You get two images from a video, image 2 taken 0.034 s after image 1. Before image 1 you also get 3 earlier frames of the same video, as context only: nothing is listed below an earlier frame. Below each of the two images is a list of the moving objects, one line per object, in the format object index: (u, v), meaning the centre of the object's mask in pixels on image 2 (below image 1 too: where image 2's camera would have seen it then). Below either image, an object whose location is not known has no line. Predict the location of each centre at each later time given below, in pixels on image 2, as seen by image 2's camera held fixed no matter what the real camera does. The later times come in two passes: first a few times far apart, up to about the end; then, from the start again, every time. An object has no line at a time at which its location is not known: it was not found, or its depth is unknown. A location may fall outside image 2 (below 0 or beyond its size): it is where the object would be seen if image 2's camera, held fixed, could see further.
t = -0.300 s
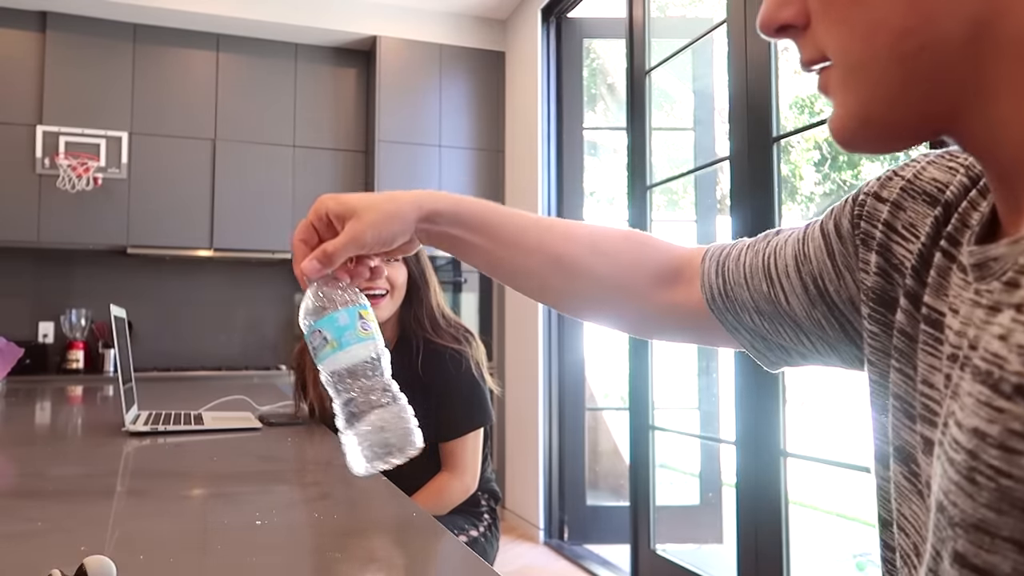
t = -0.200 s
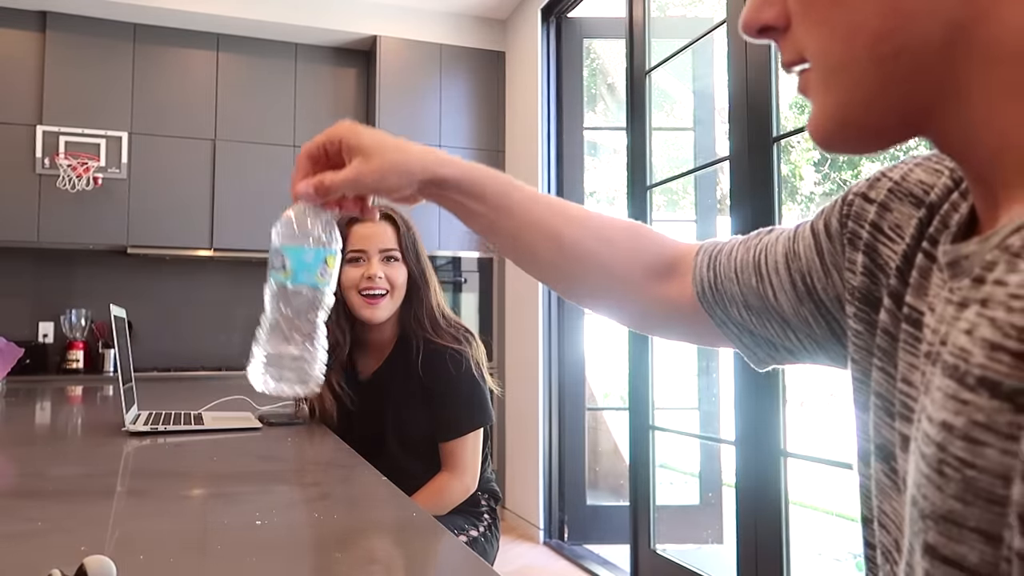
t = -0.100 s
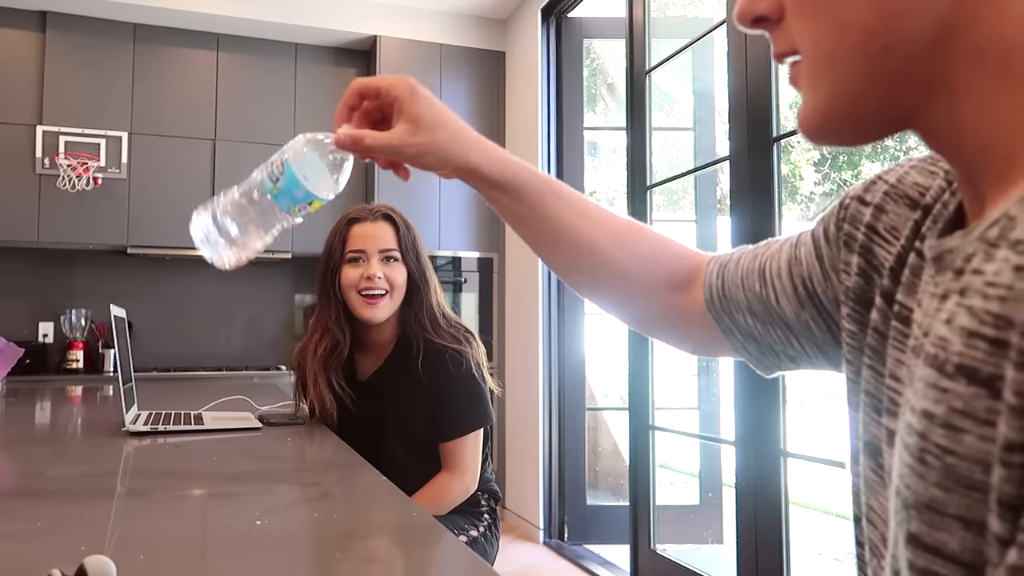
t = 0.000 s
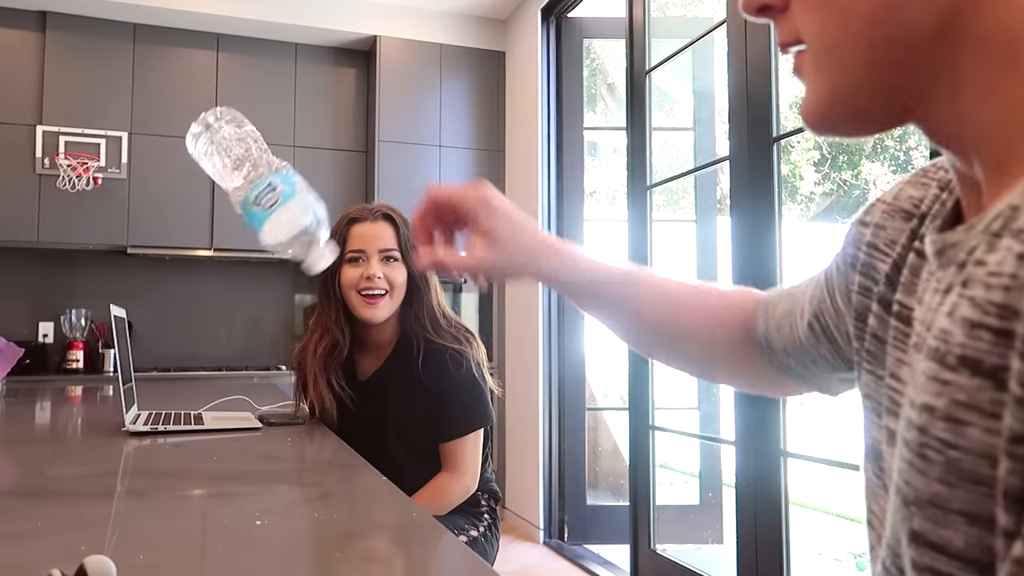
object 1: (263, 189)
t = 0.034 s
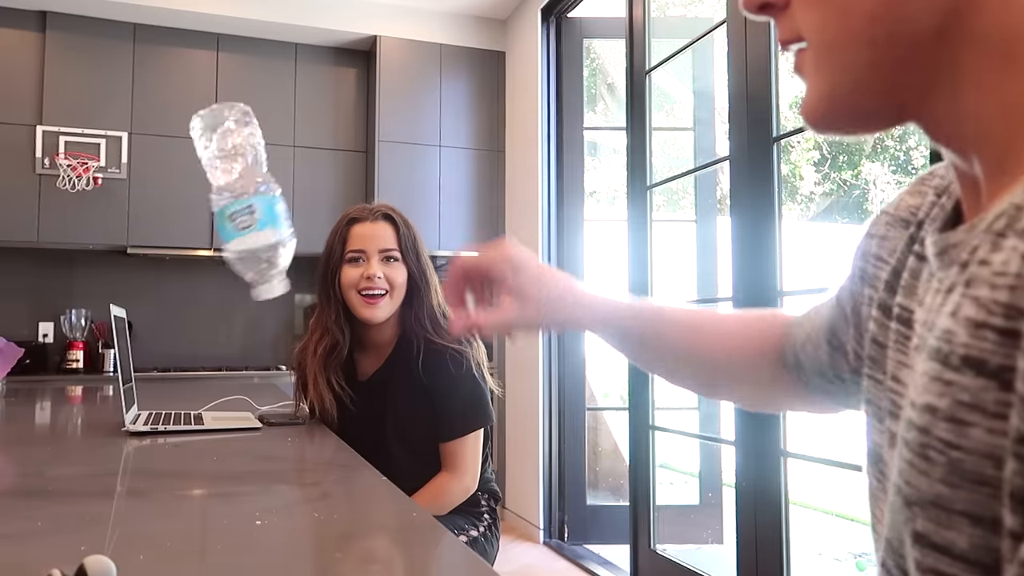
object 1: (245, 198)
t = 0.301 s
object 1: (188, 426)
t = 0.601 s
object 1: (162, 462)
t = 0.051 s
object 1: (235, 202)
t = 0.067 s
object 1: (225, 206)
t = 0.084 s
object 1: (217, 209)
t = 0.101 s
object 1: (210, 212)
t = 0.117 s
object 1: (205, 216)
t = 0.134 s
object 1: (202, 222)
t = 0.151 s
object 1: (200, 231)
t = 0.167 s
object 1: (200, 244)
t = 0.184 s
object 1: (201, 260)
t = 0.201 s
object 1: (201, 280)
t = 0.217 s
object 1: (201, 303)
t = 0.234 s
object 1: (200, 329)
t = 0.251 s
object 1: (199, 359)
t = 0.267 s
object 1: (199, 393)
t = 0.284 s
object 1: (196, 419)
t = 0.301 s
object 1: (188, 426)
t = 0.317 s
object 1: (177, 434)
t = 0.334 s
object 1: (169, 445)
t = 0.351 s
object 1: (164, 458)
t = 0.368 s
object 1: (165, 462)
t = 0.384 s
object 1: (166, 459)
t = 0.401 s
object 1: (165, 459)
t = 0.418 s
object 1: (163, 461)
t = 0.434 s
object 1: (163, 462)
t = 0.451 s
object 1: (163, 462)
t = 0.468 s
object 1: (164, 462)
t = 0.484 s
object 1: (165, 461)
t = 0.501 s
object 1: (165, 461)
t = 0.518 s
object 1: (166, 461)
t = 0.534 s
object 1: (166, 461)
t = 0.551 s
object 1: (165, 461)
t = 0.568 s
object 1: (164, 461)
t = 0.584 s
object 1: (163, 461)
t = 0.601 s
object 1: (162, 462)
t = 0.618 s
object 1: (162, 462)
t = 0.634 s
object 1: (161, 462)
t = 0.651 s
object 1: (161, 462)
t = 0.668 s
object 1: (160, 462)
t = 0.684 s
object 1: (160, 462)
